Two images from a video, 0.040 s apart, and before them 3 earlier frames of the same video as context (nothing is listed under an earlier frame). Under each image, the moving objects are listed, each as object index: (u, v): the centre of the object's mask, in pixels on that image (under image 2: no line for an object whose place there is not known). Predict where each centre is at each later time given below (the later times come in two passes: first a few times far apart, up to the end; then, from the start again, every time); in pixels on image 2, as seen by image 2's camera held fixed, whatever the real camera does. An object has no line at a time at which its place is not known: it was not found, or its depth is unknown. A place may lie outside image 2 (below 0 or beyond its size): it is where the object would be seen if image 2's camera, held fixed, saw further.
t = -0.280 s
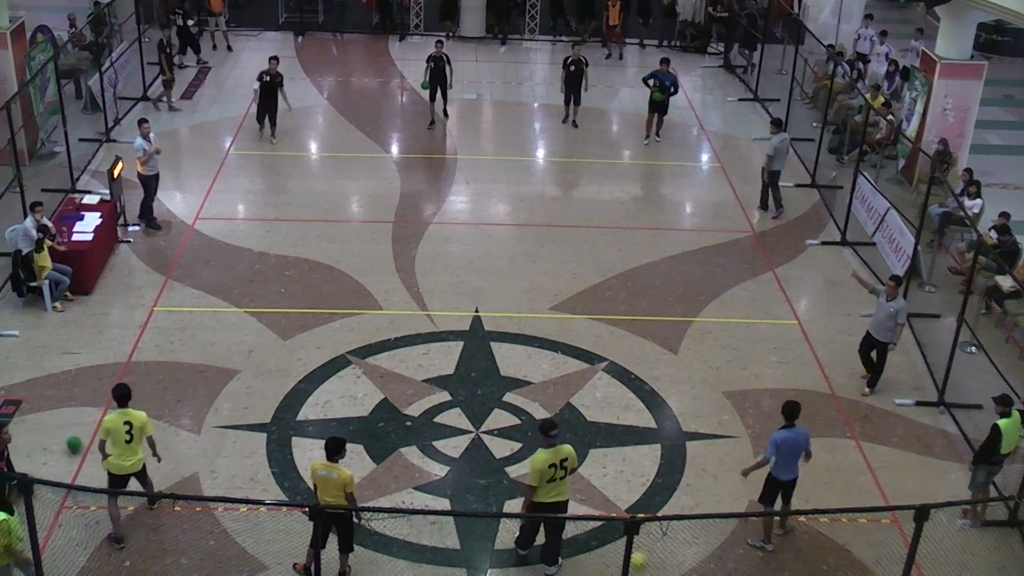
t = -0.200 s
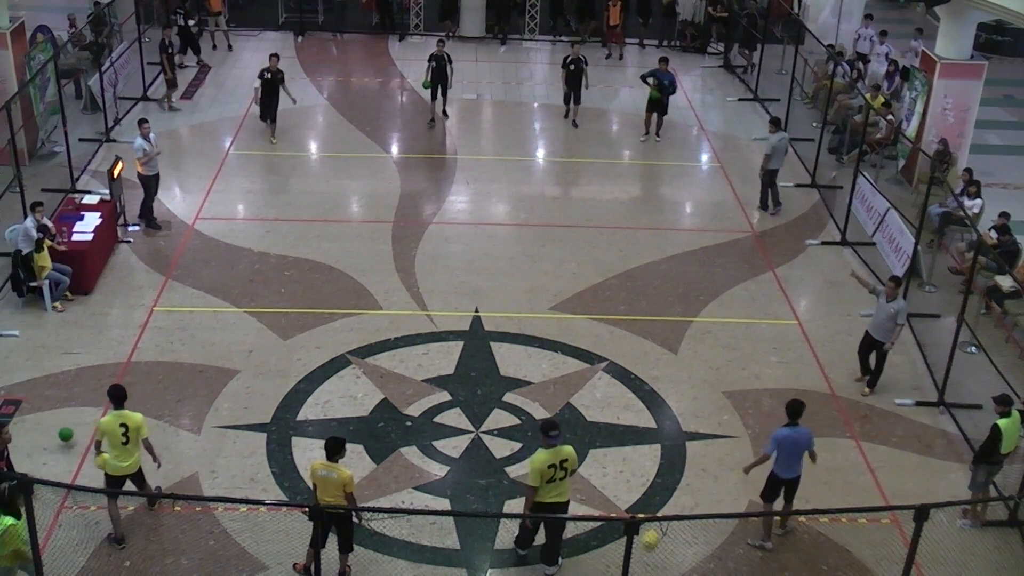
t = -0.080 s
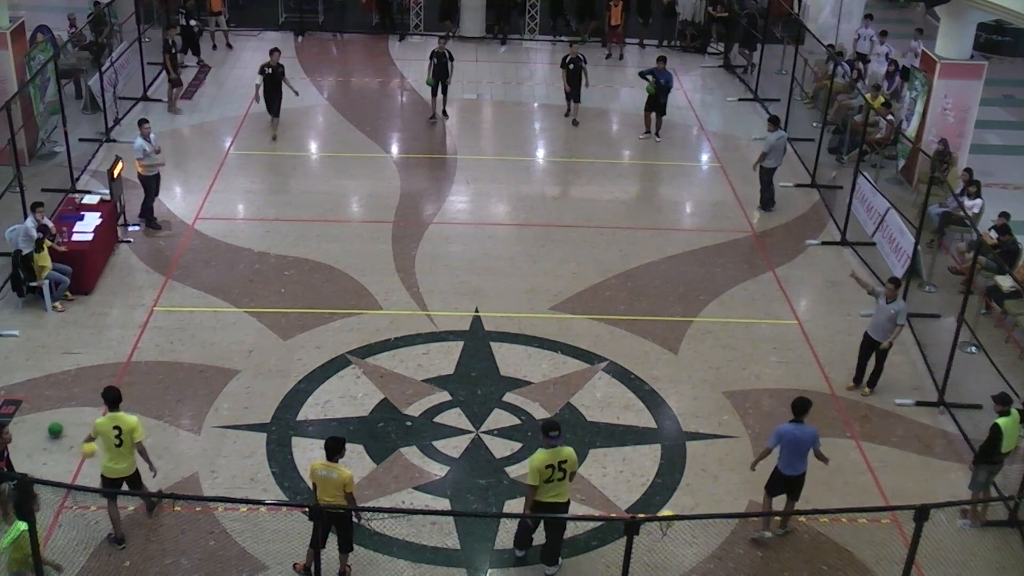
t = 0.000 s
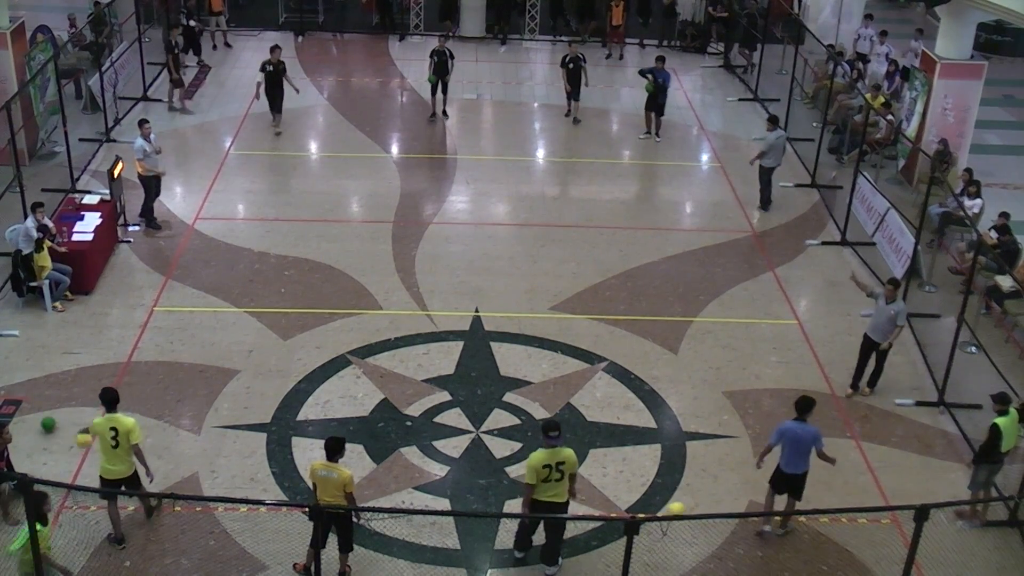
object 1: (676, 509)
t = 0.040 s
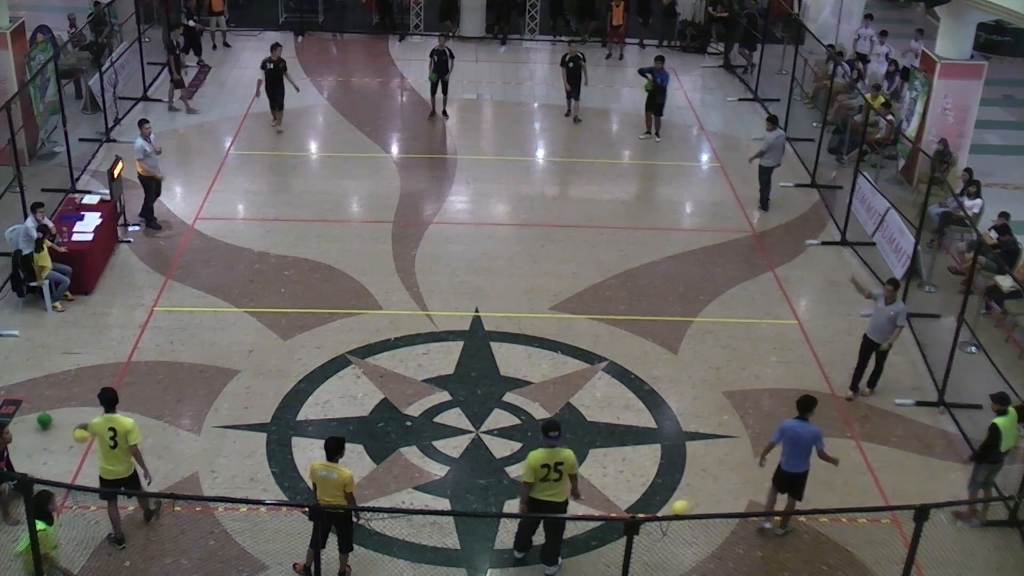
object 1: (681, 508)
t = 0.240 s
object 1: (698, 511)
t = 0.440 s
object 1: (717, 503)
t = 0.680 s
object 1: (741, 476)
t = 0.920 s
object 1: (759, 489)
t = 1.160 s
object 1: (778, 484)
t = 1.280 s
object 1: (788, 477)
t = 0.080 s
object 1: (684, 507)
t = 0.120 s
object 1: (688, 507)
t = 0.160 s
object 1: (691, 508)
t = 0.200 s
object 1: (694, 509)
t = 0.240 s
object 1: (698, 511)
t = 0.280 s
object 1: (700, 524)
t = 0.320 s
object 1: (703, 528)
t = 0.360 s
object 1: (706, 528)
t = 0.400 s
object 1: (712, 508)
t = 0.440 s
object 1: (717, 503)
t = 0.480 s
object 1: (722, 495)
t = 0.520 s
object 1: (726, 489)
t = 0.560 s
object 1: (730, 485)
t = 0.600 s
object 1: (734, 481)
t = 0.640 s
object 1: (738, 478)
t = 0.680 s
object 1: (741, 476)
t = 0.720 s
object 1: (745, 475)
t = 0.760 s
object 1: (748, 476)
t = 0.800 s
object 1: (751, 478)
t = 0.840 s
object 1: (754, 480)
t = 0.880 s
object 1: (757, 484)
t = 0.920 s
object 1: (759, 489)
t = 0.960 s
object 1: (761, 496)
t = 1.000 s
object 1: (763, 502)
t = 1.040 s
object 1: (767, 501)
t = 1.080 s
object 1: (771, 493)
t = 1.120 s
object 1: (775, 488)
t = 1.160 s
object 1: (778, 484)
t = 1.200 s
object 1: (782, 481)
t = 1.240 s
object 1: (785, 478)
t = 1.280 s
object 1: (788, 477)
